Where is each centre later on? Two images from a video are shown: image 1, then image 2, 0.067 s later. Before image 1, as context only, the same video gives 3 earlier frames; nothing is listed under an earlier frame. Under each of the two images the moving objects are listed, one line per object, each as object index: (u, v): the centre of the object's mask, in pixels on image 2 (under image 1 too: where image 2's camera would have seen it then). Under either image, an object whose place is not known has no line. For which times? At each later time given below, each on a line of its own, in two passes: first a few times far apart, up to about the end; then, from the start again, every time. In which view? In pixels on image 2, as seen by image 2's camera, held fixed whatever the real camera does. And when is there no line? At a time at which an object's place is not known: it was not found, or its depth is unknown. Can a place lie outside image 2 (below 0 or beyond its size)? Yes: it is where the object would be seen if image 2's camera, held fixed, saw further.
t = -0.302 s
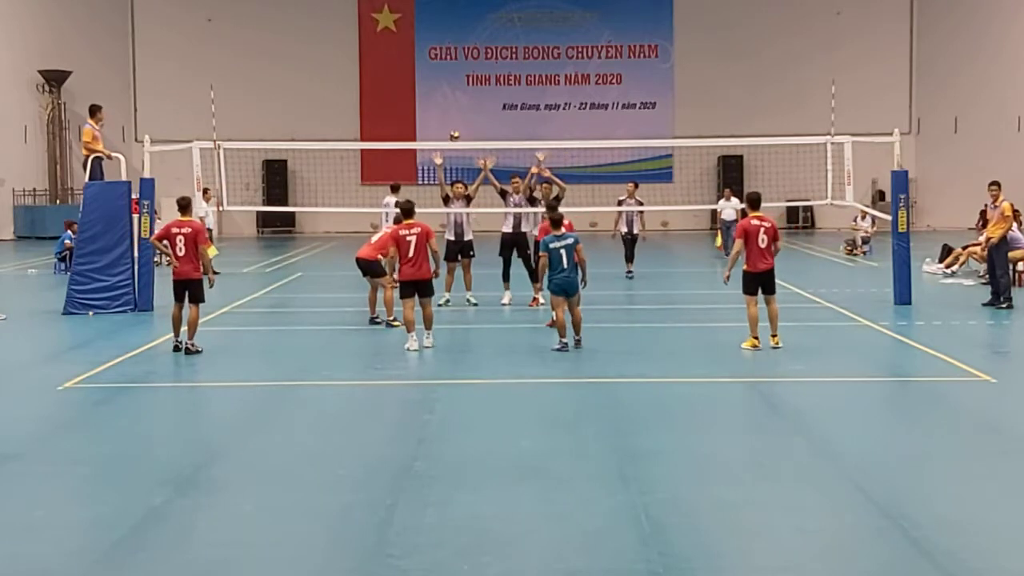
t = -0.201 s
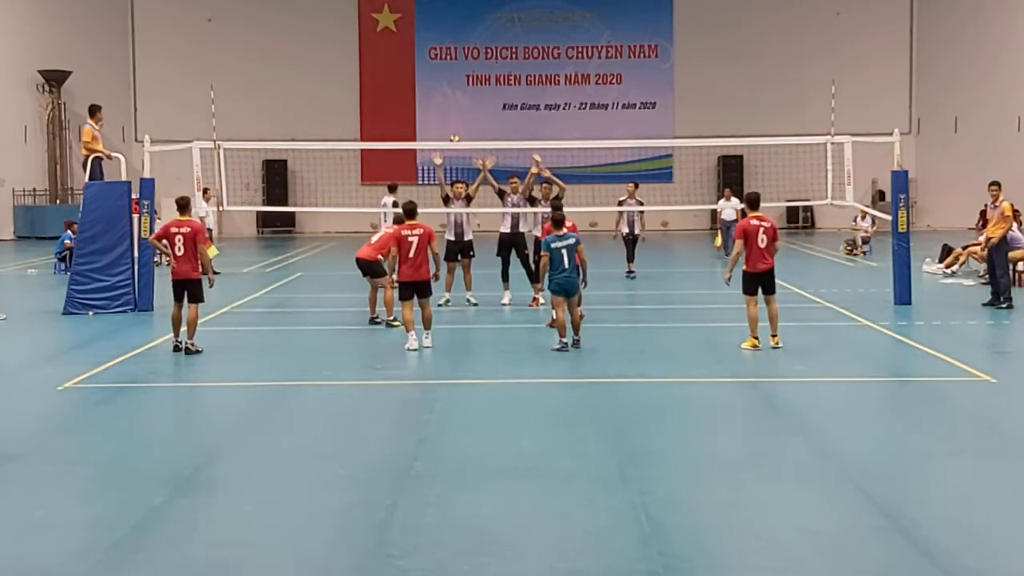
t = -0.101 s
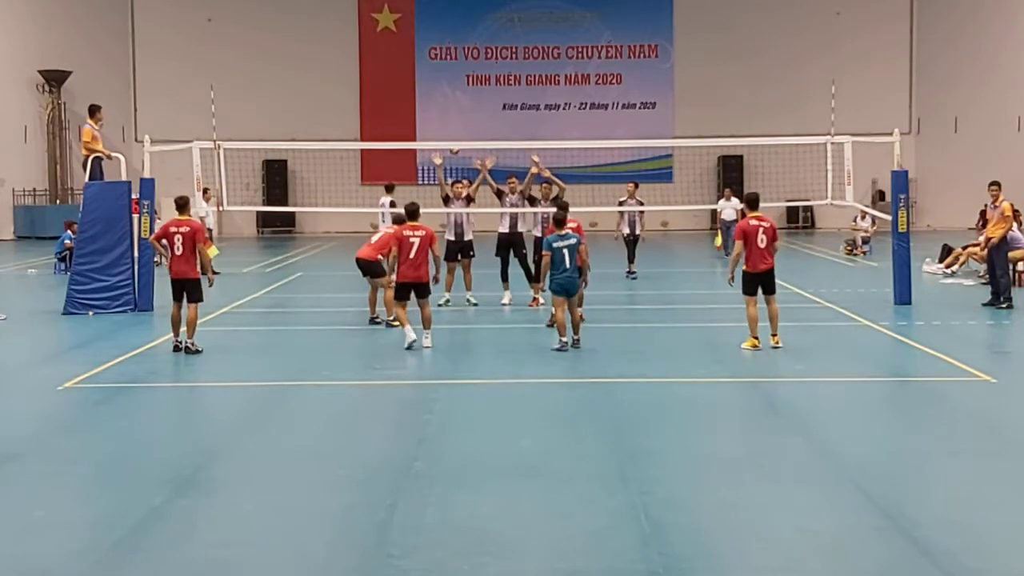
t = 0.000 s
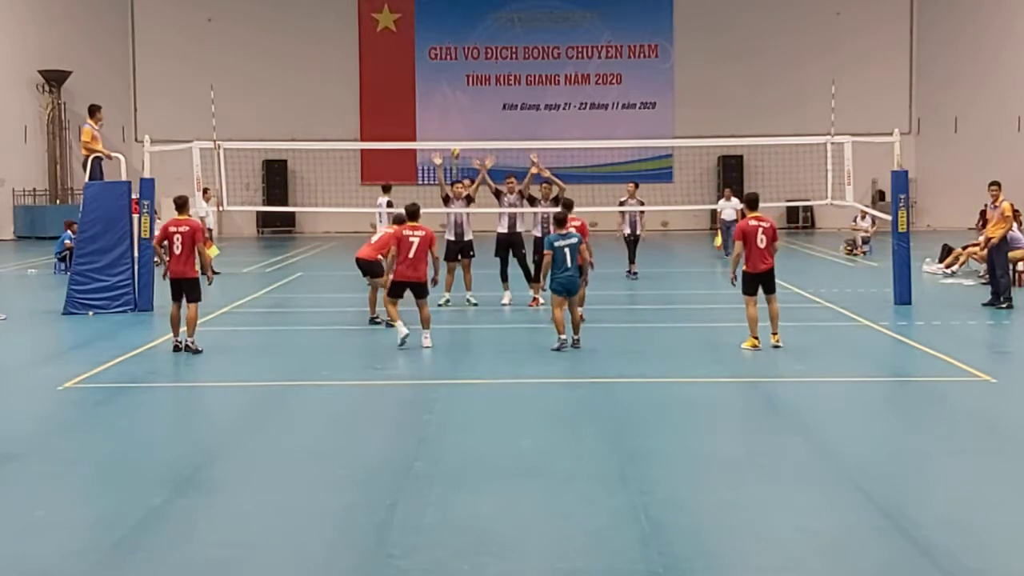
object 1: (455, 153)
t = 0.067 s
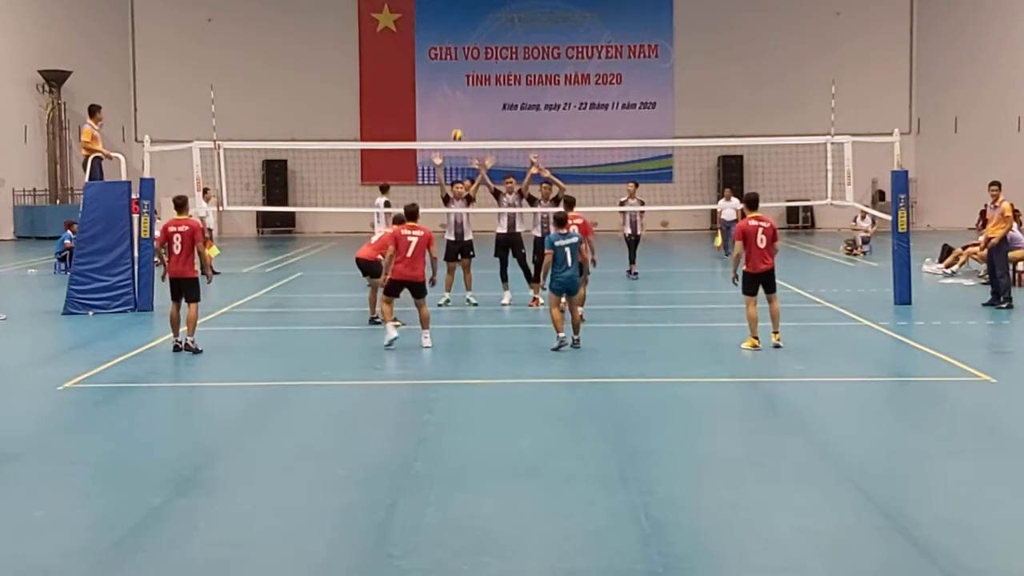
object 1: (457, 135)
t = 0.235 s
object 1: (459, 99)
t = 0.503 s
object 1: (464, 59)
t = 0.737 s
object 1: (472, 60)
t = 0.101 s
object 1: (458, 127)
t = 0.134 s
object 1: (458, 120)
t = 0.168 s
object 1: (459, 112)
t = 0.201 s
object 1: (459, 106)
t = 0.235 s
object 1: (459, 99)
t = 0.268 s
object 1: (460, 92)
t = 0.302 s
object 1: (460, 86)
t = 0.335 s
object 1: (460, 79)
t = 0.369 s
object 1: (460, 74)
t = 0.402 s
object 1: (461, 70)
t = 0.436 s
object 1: (461, 66)
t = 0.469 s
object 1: (462, 62)
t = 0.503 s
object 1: (464, 59)
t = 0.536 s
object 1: (465, 57)
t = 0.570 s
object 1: (466, 56)
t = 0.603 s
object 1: (467, 55)
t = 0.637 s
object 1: (468, 54)
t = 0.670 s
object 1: (470, 55)
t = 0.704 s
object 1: (471, 57)
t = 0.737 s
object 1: (472, 60)
